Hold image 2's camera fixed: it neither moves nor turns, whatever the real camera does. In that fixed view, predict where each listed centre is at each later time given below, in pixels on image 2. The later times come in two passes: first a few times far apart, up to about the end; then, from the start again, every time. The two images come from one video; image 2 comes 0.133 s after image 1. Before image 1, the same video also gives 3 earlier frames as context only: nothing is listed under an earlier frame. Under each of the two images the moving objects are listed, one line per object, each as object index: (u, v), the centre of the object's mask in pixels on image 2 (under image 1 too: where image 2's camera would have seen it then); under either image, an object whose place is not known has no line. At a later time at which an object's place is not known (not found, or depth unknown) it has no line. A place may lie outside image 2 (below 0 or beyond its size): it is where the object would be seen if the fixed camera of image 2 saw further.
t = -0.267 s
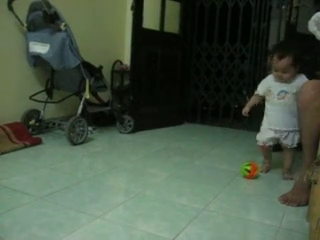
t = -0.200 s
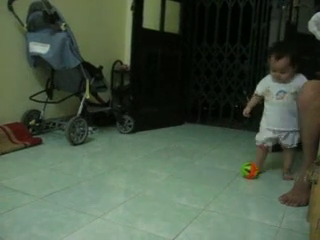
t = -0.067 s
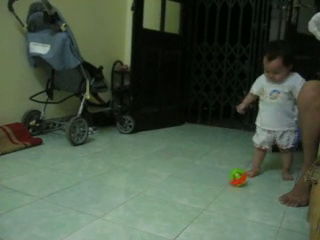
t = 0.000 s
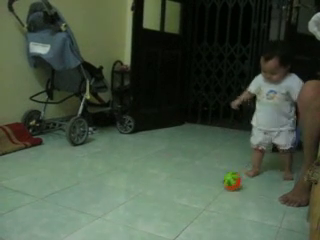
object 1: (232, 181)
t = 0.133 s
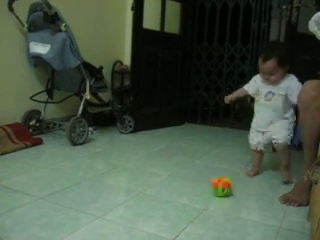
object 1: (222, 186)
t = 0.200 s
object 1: (217, 189)
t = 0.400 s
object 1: (201, 199)
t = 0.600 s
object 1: (181, 207)
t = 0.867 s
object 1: (155, 217)
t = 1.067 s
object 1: (132, 226)
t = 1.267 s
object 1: (106, 236)
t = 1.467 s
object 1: (75, 246)
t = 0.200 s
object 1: (217, 189)
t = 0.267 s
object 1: (211, 192)
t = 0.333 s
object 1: (206, 196)
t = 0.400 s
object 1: (201, 199)
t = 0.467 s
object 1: (195, 202)
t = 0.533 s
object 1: (188, 204)
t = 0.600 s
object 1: (181, 207)
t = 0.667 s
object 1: (174, 209)
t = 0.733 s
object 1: (169, 211)
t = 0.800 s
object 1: (162, 214)
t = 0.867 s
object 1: (155, 217)
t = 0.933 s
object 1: (147, 220)
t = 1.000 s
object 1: (139, 223)
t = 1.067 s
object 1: (132, 226)
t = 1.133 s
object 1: (123, 229)
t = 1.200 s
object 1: (114, 232)
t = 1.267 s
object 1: (106, 236)
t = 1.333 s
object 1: (96, 239)
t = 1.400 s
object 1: (86, 243)
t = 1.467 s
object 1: (75, 246)
